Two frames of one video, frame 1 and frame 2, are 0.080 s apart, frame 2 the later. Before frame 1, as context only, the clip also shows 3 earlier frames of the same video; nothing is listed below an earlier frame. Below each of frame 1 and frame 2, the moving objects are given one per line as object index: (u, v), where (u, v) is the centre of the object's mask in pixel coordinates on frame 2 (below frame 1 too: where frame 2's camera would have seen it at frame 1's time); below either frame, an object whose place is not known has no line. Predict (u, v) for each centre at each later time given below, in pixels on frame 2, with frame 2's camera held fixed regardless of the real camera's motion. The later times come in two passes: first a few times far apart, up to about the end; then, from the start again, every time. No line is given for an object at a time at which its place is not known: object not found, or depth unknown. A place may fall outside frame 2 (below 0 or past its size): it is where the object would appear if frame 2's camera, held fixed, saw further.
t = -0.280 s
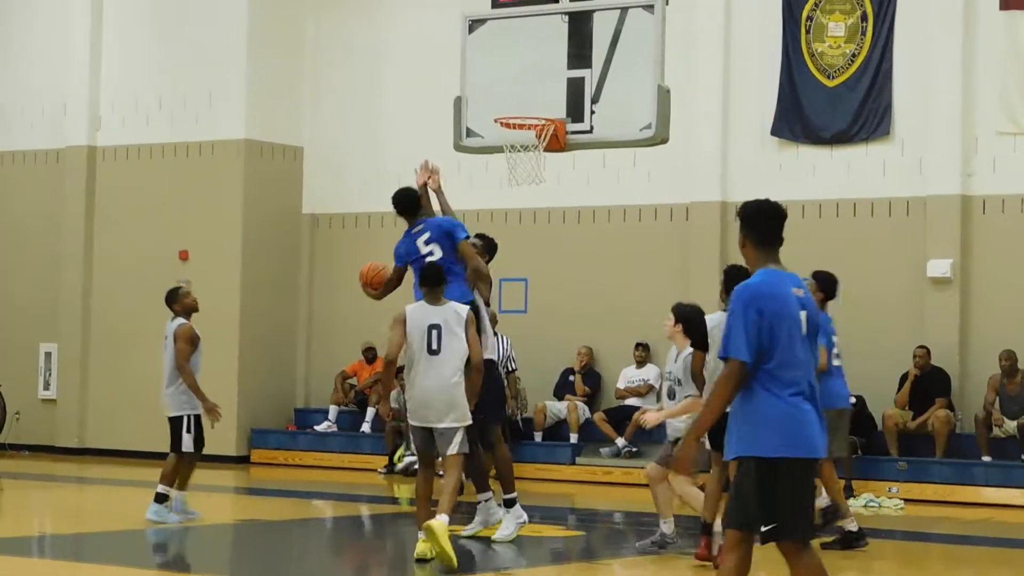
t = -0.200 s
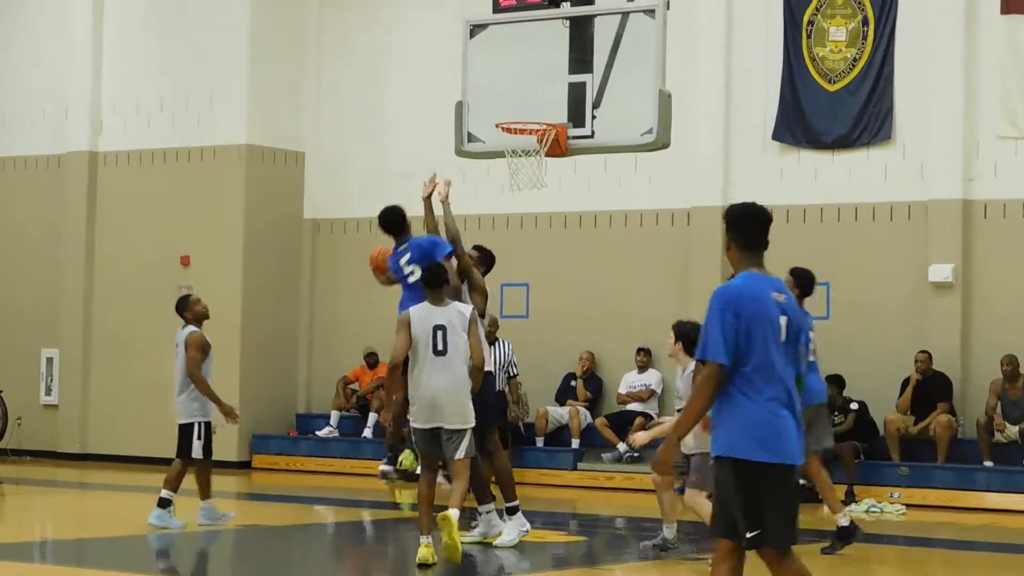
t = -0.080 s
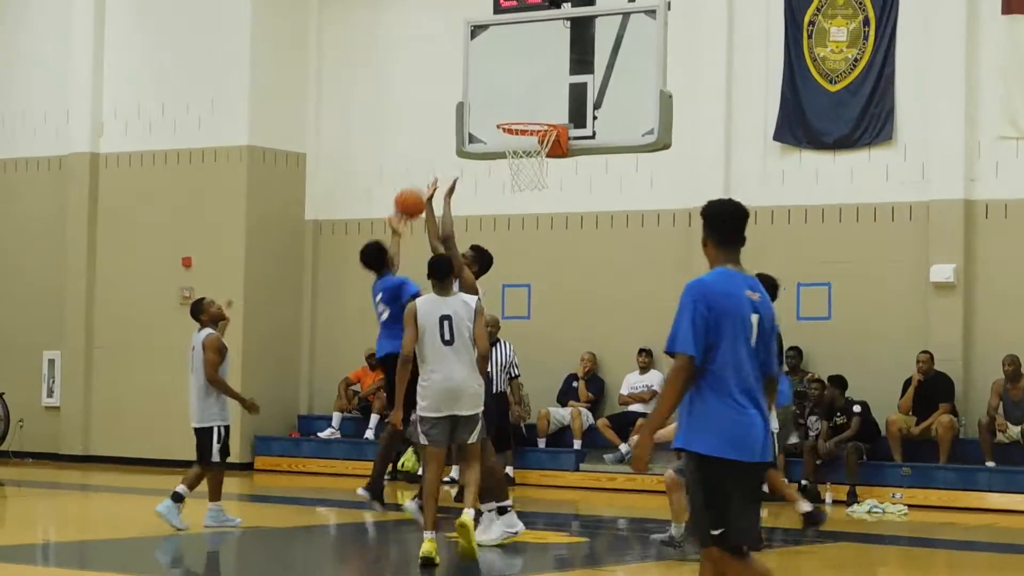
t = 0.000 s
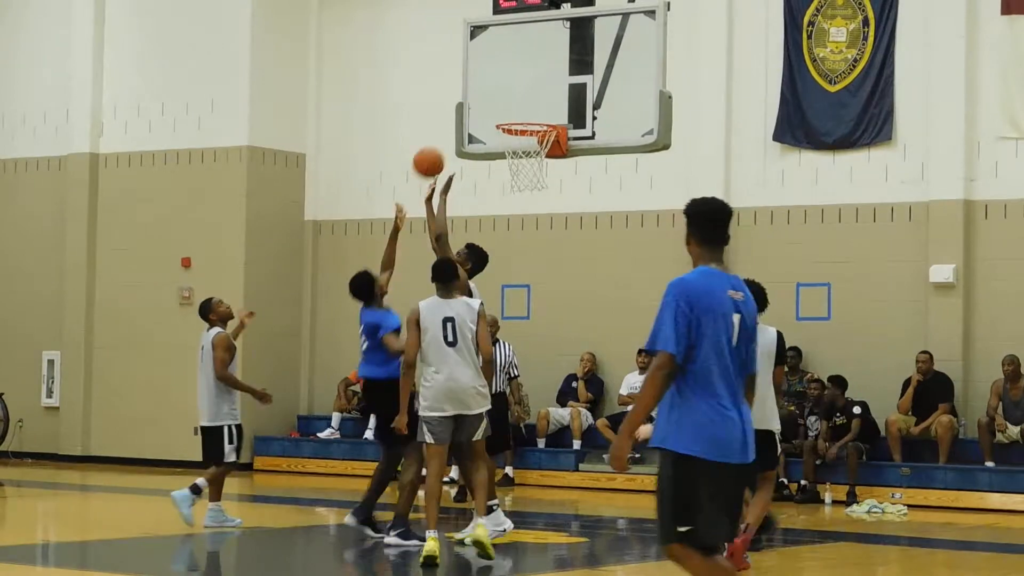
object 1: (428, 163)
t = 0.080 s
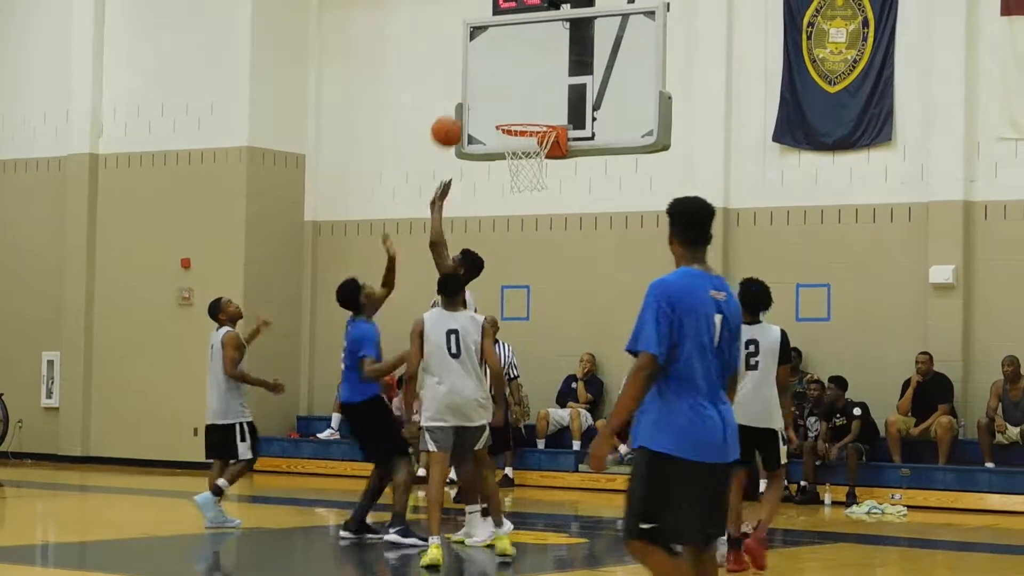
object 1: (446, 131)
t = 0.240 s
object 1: (484, 93)
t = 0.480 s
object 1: (536, 97)
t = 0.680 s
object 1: (555, 95)
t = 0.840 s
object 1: (548, 93)
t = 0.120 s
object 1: (456, 118)
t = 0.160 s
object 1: (465, 108)
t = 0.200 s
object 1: (474, 100)
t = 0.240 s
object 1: (484, 93)
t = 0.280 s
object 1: (493, 89)
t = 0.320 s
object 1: (501, 86)
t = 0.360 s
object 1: (510, 86)
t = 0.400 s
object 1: (519, 88)
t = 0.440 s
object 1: (527, 92)
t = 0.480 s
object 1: (536, 97)
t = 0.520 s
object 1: (544, 105)
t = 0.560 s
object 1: (552, 113)
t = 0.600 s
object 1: (558, 108)
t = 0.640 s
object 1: (557, 100)
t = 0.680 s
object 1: (555, 95)
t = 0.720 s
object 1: (553, 91)
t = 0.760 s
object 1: (552, 90)
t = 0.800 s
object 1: (550, 90)
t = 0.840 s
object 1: (548, 93)
